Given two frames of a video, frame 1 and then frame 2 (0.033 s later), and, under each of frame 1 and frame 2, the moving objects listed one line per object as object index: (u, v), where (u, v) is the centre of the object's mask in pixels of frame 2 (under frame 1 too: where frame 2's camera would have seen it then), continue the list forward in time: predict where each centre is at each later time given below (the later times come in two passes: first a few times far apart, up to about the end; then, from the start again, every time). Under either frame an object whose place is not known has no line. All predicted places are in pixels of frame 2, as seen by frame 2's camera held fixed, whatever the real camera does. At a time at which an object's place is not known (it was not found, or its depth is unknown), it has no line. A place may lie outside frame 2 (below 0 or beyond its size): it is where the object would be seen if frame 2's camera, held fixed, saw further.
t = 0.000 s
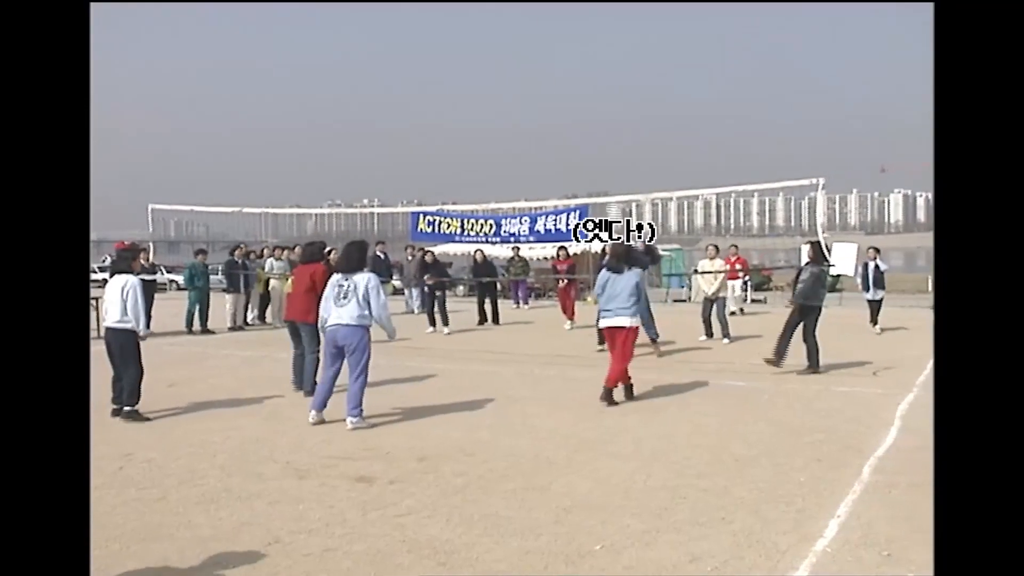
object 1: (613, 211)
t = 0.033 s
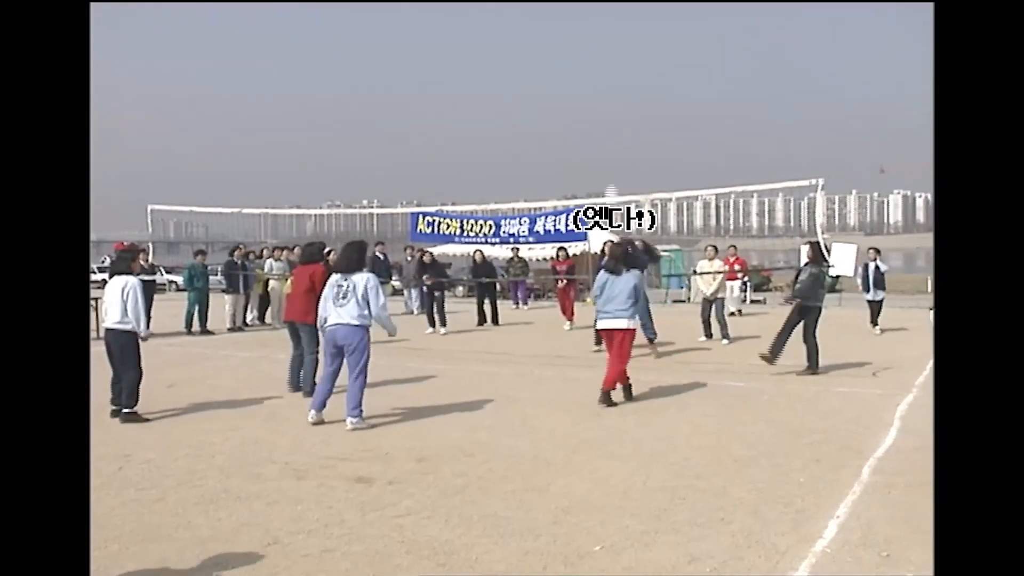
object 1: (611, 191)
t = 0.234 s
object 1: (603, 111)
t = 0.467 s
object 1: (593, 49)
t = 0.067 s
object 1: (609, 178)
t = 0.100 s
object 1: (608, 164)
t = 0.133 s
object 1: (606, 150)
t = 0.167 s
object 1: (605, 137)
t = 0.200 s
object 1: (604, 124)
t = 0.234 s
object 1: (603, 111)
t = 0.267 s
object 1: (601, 101)
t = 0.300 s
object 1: (600, 90)
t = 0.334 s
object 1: (599, 80)
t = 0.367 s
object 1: (597, 71)
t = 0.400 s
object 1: (596, 63)
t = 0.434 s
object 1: (594, 55)
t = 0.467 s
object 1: (593, 49)
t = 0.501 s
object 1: (591, 43)
